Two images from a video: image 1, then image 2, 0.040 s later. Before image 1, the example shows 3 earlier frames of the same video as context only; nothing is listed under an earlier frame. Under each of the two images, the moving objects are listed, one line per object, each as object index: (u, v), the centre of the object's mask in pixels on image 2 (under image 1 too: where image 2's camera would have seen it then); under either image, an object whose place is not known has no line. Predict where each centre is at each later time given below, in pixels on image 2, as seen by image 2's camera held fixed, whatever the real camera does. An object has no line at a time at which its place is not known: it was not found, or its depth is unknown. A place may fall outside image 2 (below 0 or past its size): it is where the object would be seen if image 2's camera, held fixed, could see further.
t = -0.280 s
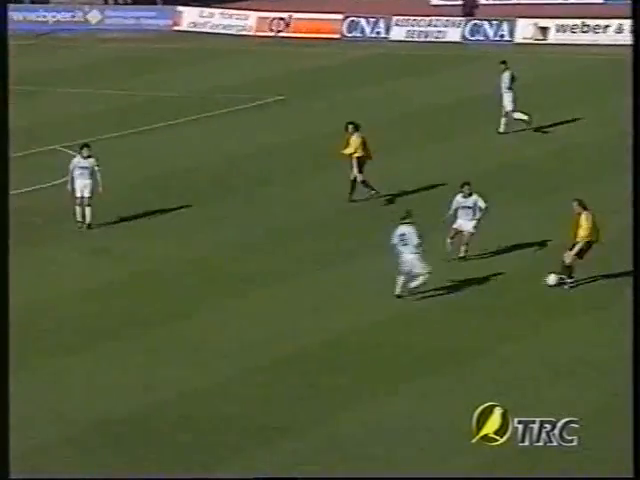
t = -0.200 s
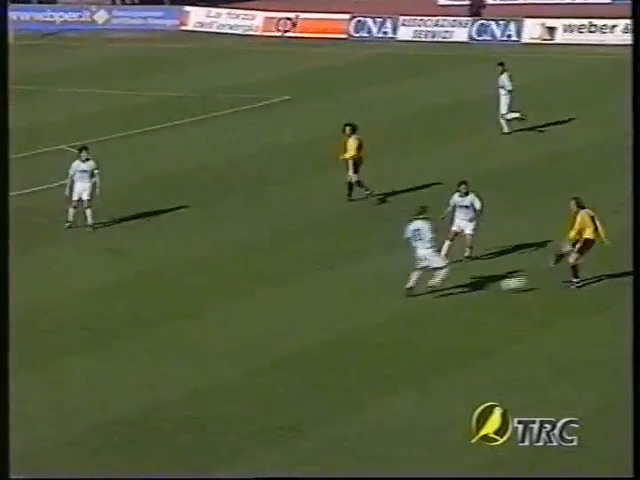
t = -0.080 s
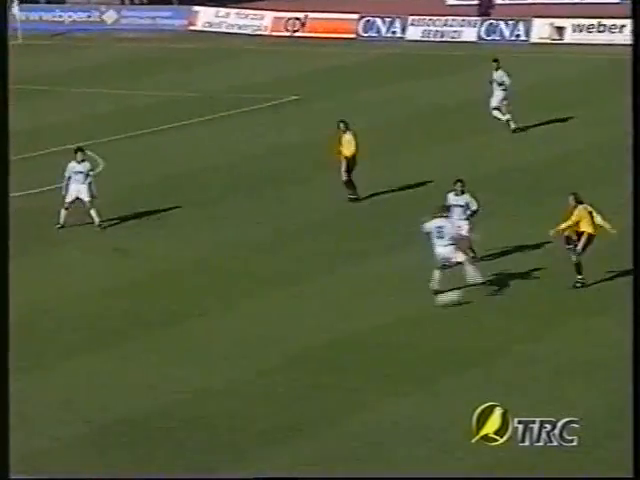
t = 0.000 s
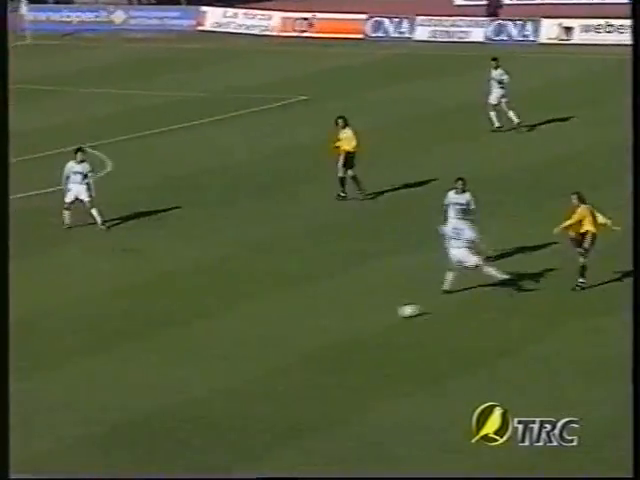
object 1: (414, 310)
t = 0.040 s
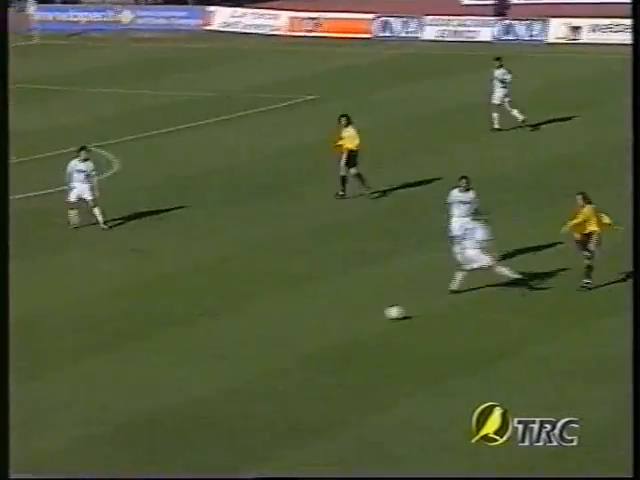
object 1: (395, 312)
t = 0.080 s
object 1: (376, 314)
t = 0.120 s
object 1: (359, 319)
